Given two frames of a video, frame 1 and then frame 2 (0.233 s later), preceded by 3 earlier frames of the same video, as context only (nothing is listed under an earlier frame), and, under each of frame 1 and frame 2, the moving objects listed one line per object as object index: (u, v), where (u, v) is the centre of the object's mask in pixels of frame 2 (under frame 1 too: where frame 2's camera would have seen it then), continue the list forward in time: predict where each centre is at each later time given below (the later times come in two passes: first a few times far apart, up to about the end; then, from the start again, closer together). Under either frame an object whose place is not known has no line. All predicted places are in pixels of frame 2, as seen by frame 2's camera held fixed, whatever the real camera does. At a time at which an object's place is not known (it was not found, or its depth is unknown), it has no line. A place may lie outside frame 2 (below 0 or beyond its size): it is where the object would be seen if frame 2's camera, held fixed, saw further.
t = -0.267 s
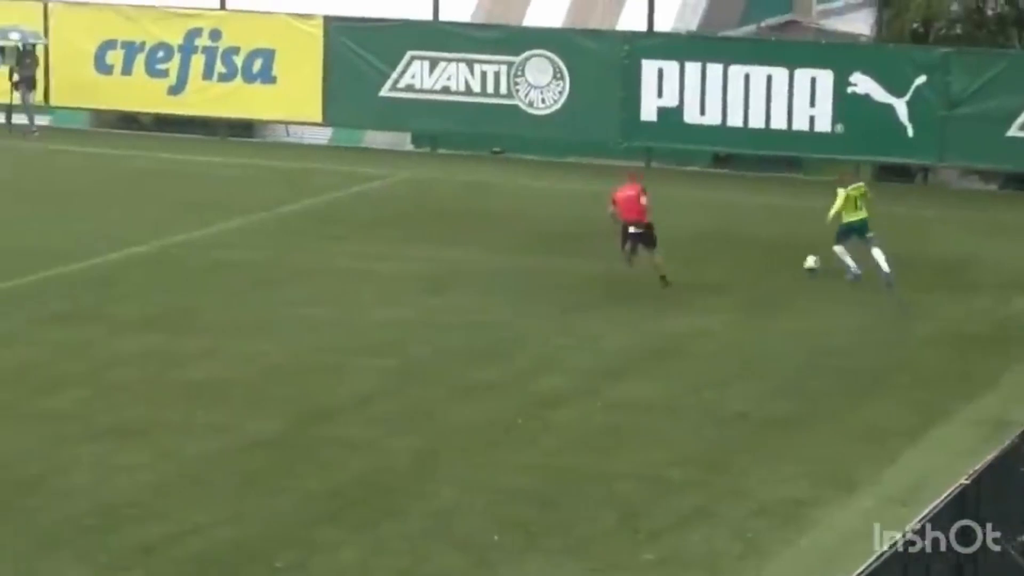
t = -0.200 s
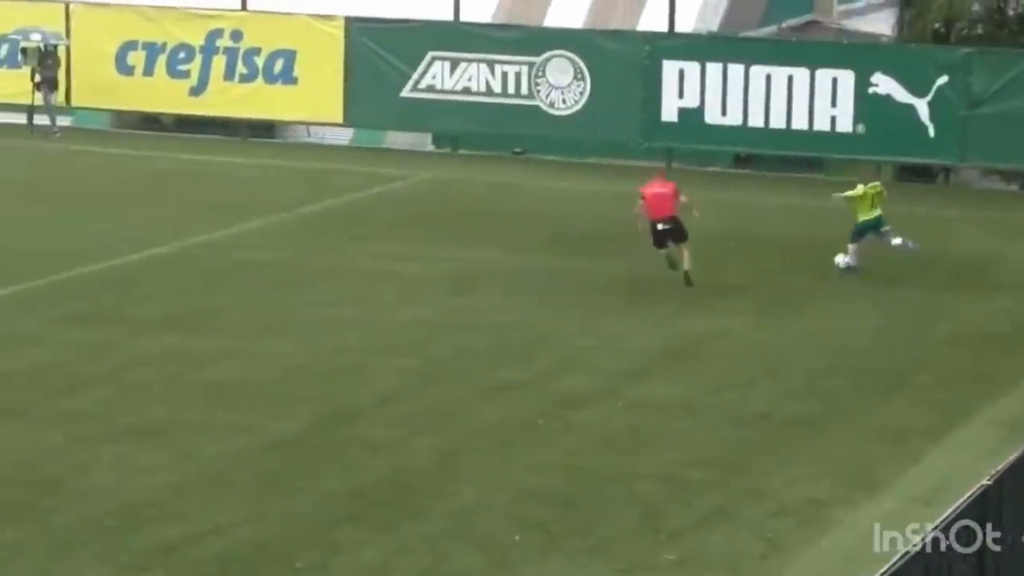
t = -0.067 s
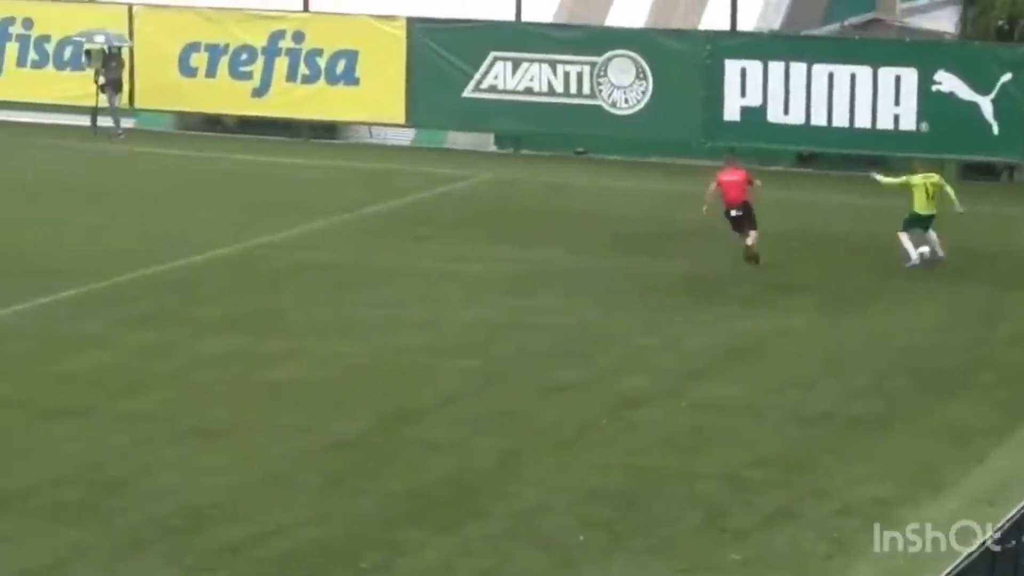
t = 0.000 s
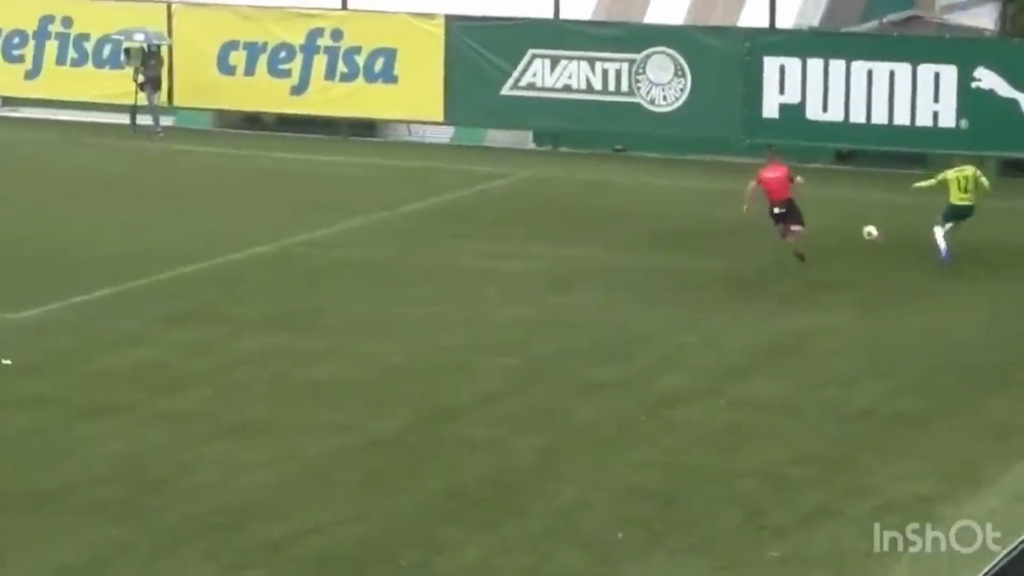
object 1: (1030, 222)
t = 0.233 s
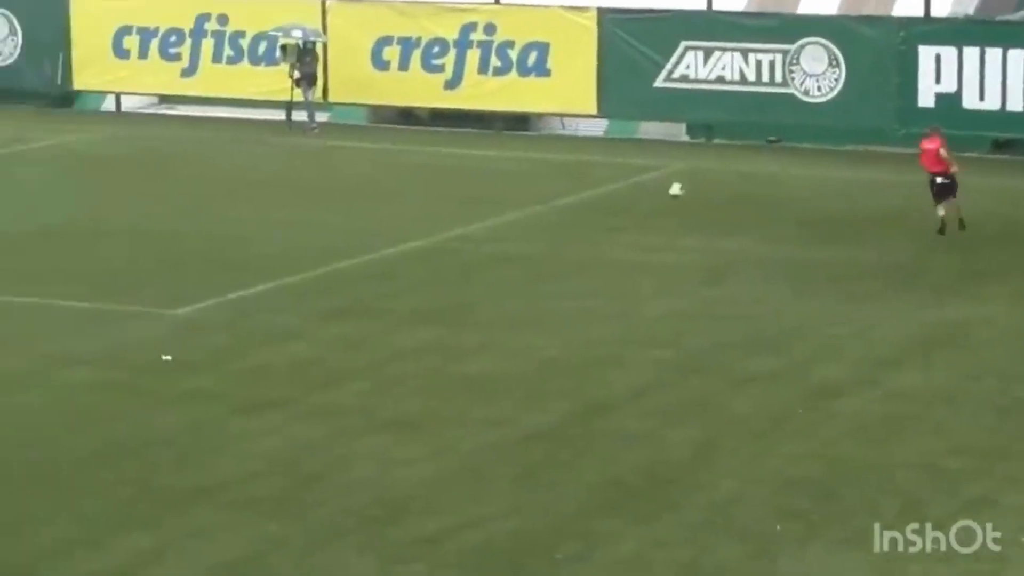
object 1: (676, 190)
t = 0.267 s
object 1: (630, 189)
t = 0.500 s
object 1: (337, 191)
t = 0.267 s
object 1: (630, 189)
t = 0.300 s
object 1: (584, 190)
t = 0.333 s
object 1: (541, 191)
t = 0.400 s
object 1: (455, 196)
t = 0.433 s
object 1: (413, 200)
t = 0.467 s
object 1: (375, 196)
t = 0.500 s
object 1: (337, 191)
